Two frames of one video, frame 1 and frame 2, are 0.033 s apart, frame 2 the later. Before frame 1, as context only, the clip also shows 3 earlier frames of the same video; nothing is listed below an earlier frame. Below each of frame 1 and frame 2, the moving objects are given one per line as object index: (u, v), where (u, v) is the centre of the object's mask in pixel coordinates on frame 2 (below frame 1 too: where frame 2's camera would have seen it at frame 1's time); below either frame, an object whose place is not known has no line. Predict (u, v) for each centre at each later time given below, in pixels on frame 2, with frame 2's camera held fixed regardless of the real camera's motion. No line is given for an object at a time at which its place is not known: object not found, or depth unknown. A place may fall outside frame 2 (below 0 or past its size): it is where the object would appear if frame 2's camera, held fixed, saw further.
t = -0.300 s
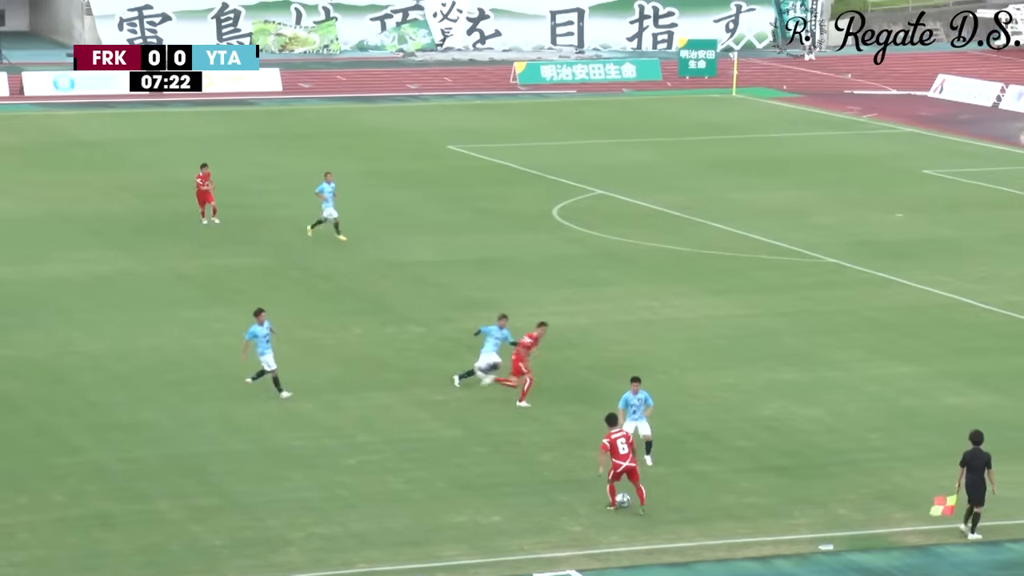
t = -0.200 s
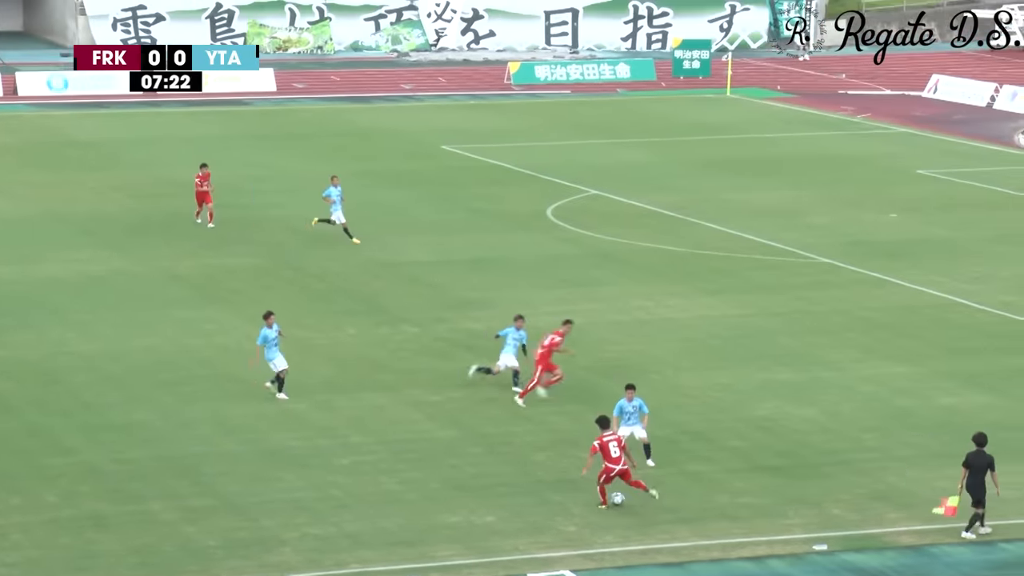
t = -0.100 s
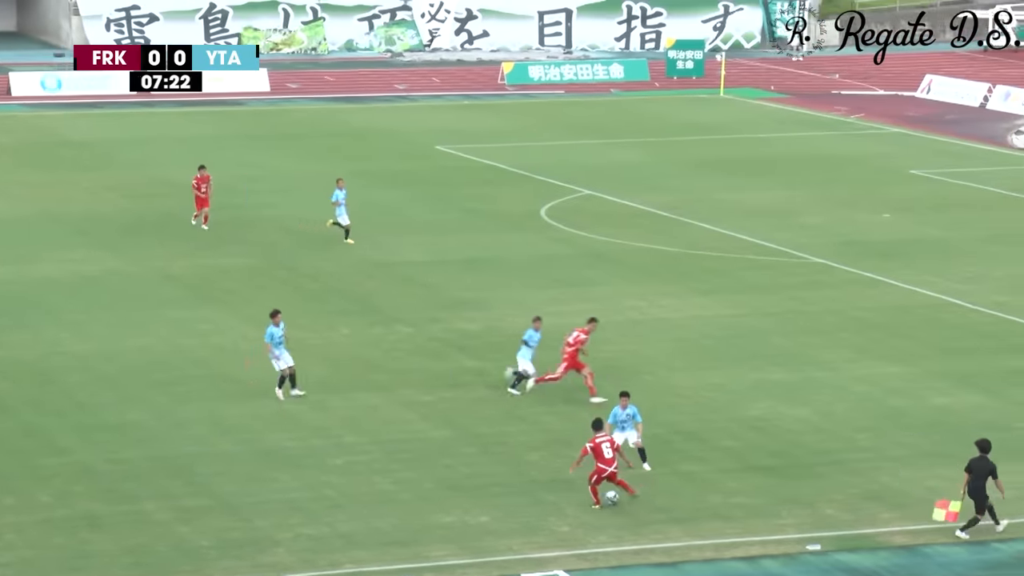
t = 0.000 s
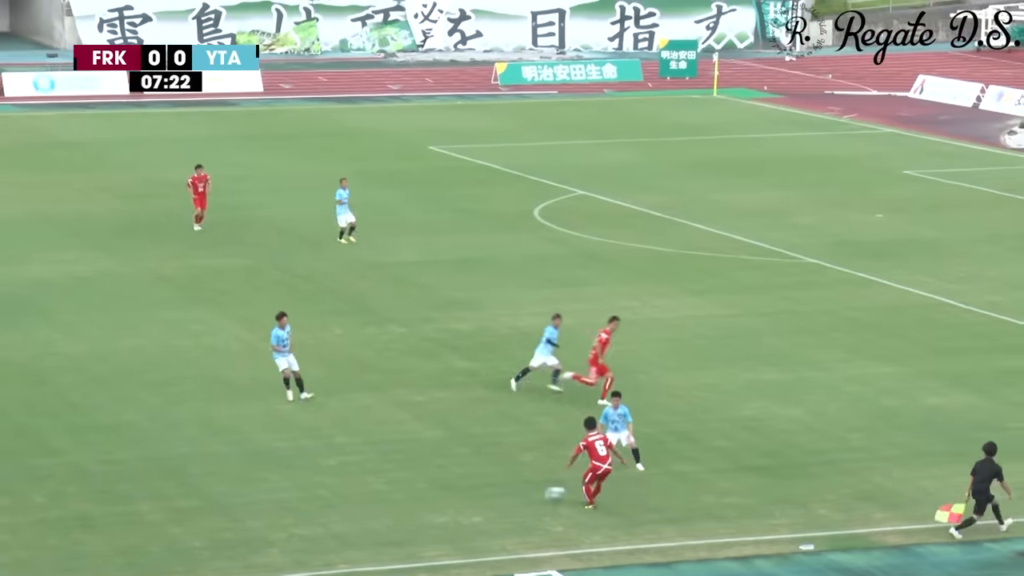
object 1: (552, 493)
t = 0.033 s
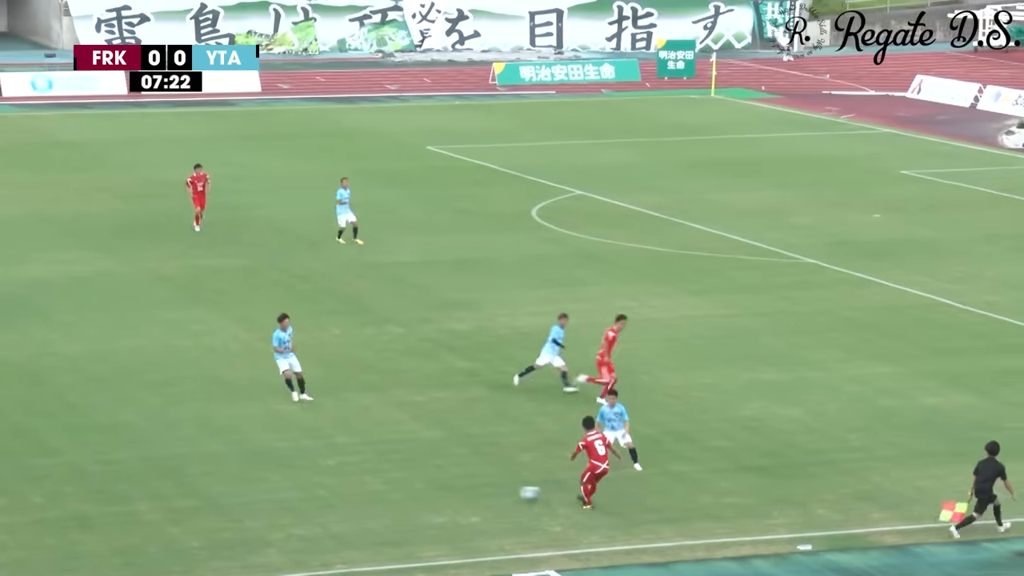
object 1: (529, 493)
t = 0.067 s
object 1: (506, 493)
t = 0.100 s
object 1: (482, 493)
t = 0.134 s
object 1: (460, 491)
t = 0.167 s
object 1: (438, 490)
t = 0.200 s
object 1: (416, 489)
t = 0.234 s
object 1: (396, 489)
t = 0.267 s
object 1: (373, 489)
